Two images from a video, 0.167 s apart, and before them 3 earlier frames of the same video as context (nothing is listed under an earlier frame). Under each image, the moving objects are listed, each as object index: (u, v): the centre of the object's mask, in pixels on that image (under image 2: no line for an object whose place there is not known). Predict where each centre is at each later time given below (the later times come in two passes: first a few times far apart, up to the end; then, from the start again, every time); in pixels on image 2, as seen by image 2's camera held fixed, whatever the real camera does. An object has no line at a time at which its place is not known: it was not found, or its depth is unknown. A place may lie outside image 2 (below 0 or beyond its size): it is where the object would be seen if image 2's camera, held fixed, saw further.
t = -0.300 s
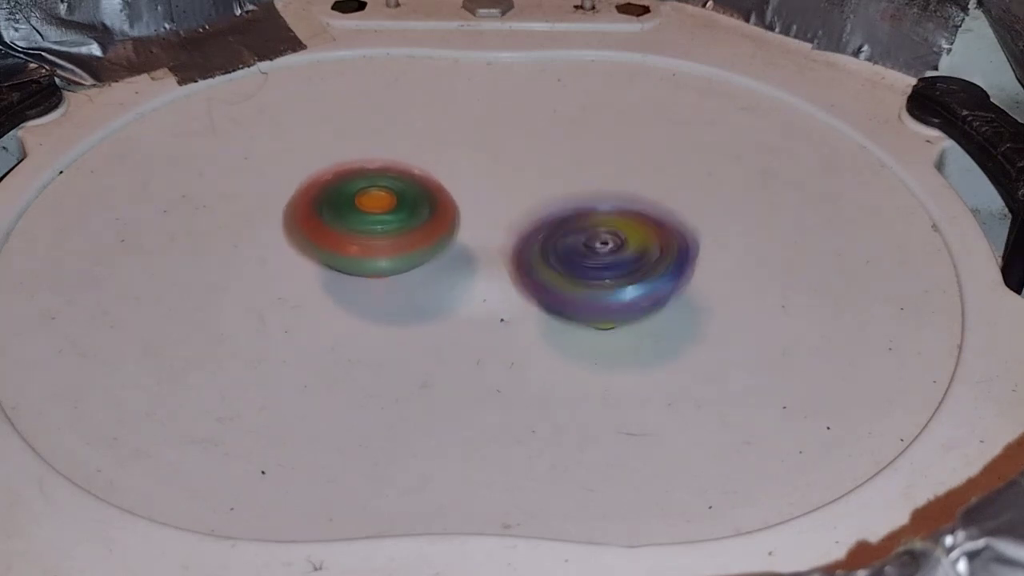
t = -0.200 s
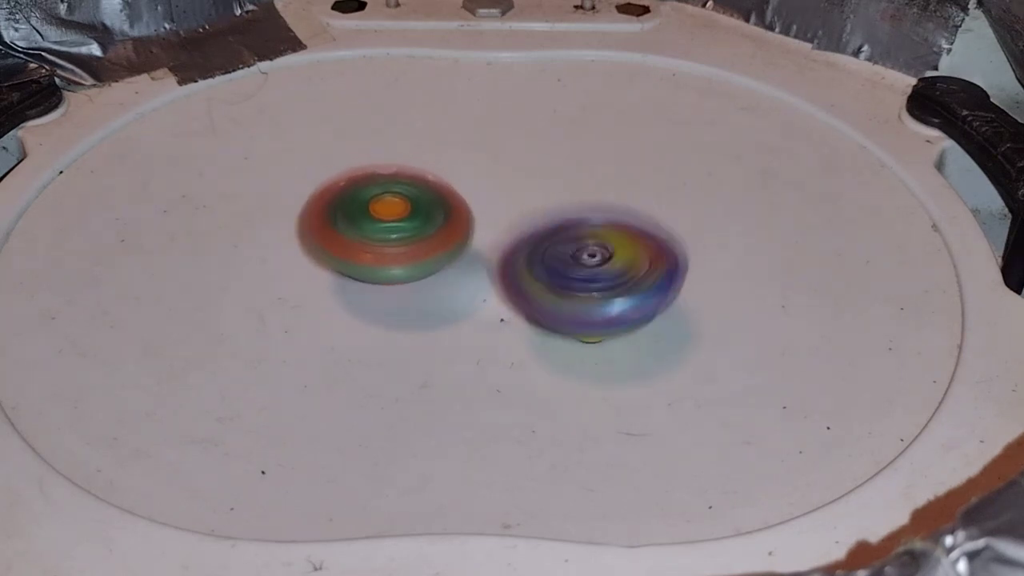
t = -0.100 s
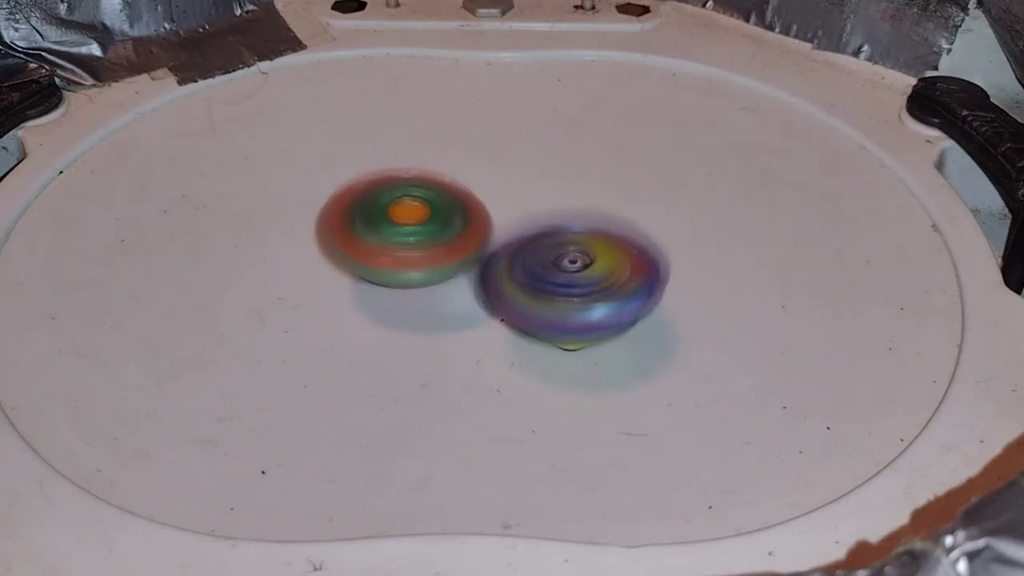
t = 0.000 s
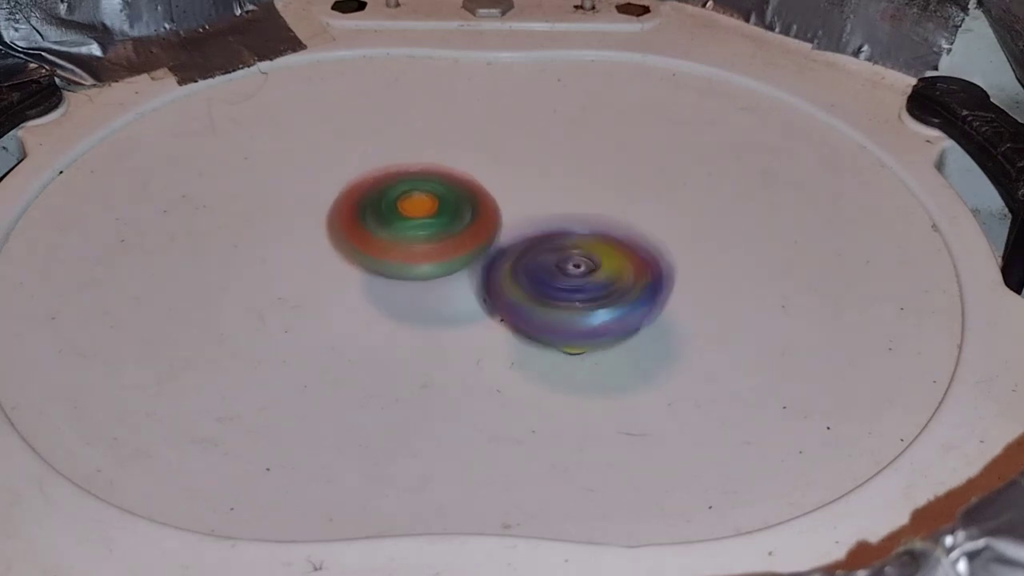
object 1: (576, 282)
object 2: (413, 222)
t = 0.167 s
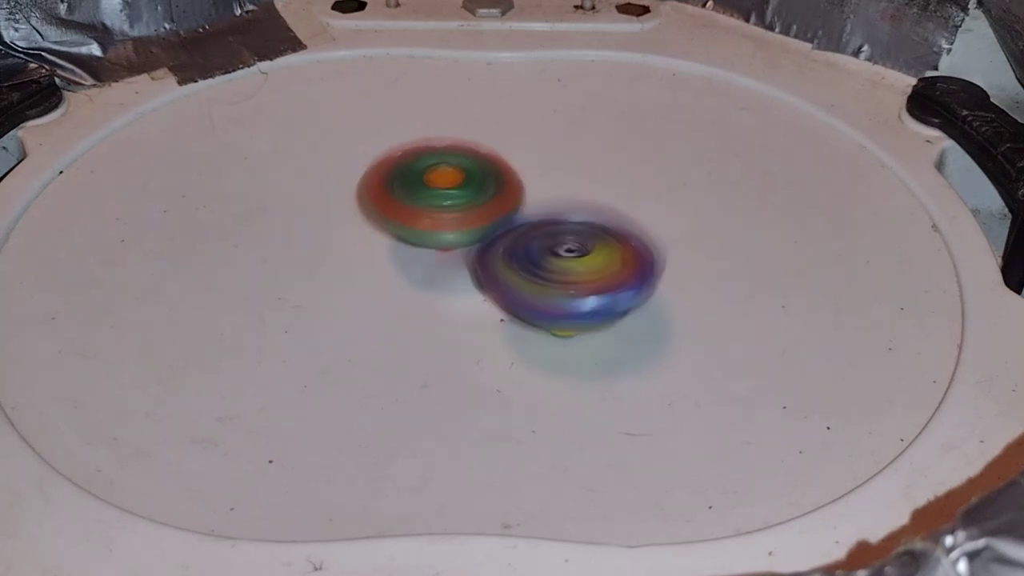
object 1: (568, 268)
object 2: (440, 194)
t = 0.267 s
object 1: (556, 257)
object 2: (441, 182)
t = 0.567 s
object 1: (580, 276)
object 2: (412, 156)
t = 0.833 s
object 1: (528, 237)
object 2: (408, 164)
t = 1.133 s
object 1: (538, 278)
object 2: (418, 177)
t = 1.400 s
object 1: (589, 280)
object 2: (432, 165)
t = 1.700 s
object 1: (569, 292)
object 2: (411, 163)
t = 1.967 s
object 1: (595, 240)
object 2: (417, 189)
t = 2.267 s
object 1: (631, 242)
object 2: (473, 188)
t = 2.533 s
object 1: (585, 238)
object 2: (427, 172)
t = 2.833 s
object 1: (590, 186)
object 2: (388, 165)
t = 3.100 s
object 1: (576, 189)
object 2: (383, 174)
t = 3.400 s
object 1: (592, 205)
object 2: (371, 192)
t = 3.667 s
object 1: (592, 204)
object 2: (374, 213)
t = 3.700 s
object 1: (592, 204)
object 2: (376, 216)
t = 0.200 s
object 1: (562, 263)
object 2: (444, 188)
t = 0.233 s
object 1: (560, 260)
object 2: (444, 184)
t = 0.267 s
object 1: (556, 257)
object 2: (441, 182)
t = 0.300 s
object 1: (553, 258)
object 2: (434, 176)
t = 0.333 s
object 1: (560, 265)
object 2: (430, 170)
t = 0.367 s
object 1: (562, 270)
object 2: (426, 167)
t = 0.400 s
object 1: (566, 276)
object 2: (424, 164)
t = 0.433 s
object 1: (570, 279)
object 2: (420, 162)
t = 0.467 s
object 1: (574, 281)
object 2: (418, 160)
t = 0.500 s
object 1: (578, 282)
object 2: (416, 158)
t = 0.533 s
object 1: (581, 280)
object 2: (413, 157)
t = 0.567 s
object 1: (580, 276)
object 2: (412, 156)
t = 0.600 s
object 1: (579, 271)
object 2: (410, 156)
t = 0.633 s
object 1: (571, 265)
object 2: (409, 156)
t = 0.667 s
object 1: (566, 260)
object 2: (409, 157)
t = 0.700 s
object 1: (557, 253)
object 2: (408, 157)
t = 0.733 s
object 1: (549, 247)
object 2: (408, 159)
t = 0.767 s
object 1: (539, 241)
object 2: (408, 162)
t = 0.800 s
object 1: (531, 236)
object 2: (409, 164)
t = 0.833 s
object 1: (528, 237)
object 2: (408, 164)
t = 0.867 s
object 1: (521, 240)
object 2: (407, 163)
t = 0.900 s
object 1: (509, 246)
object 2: (407, 165)
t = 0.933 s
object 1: (498, 252)
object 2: (406, 165)
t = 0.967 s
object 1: (497, 257)
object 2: (410, 169)
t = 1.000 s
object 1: (497, 262)
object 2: (411, 169)
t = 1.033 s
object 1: (506, 264)
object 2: (412, 170)
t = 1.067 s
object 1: (519, 271)
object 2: (413, 172)
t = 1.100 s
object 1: (527, 275)
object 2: (416, 175)
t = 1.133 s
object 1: (538, 278)
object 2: (418, 177)
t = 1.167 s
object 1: (546, 276)
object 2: (420, 180)
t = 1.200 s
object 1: (556, 277)
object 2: (423, 182)
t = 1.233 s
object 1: (563, 271)
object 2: (426, 186)
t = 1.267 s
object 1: (567, 267)
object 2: (428, 191)
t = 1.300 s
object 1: (570, 261)
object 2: (431, 194)
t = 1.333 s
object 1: (572, 256)
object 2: (438, 194)
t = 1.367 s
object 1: (582, 272)
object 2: (435, 176)
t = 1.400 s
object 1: (589, 280)
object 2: (432, 165)
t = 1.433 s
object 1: (587, 288)
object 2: (431, 160)
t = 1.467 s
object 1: (585, 292)
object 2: (427, 159)
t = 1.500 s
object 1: (590, 297)
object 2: (425, 159)
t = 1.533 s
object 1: (592, 298)
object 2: (421, 158)
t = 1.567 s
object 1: (590, 298)
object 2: (419, 158)
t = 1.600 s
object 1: (583, 297)
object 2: (417, 159)
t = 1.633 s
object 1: (576, 296)
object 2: (415, 159)
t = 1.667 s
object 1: (571, 294)
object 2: (413, 161)
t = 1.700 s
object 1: (569, 292)
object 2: (411, 163)
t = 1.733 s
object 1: (571, 286)
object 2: (410, 165)
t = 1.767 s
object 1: (572, 278)
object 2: (410, 167)
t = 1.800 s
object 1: (568, 268)
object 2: (410, 171)
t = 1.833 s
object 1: (572, 263)
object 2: (410, 174)
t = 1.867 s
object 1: (577, 258)
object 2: (412, 177)
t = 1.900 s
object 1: (583, 252)
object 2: (414, 181)
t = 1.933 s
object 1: (588, 247)
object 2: (415, 185)
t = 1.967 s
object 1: (595, 240)
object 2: (417, 189)
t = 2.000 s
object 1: (602, 238)
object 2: (419, 194)
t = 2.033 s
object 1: (607, 239)
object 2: (421, 200)
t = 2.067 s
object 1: (609, 235)
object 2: (425, 201)
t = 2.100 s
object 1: (612, 232)
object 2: (433, 200)
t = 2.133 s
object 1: (615, 230)
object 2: (443, 197)
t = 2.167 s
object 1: (617, 230)
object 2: (453, 195)
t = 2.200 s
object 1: (618, 232)
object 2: (464, 194)
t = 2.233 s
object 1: (624, 237)
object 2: (473, 192)
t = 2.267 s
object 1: (631, 242)
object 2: (473, 188)
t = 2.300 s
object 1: (627, 244)
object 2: (476, 184)
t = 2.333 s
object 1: (622, 249)
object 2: (474, 184)
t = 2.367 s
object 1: (615, 252)
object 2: (466, 181)
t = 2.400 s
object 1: (609, 254)
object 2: (458, 179)
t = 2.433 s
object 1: (605, 253)
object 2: (450, 177)
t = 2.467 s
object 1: (601, 248)
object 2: (442, 175)
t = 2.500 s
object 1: (592, 242)
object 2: (435, 174)
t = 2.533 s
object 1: (585, 238)
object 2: (427, 172)
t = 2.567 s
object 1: (585, 233)
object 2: (421, 171)
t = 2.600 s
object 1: (583, 220)
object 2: (416, 169)
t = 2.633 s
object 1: (579, 214)
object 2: (411, 168)
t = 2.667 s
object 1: (583, 207)
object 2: (406, 167)
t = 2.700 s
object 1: (582, 201)
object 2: (401, 166)
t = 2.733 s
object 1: (582, 195)
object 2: (396, 165)
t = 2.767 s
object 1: (586, 190)
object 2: (393, 165)
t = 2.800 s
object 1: (589, 188)
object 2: (390, 165)
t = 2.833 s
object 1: (590, 186)
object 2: (388, 165)
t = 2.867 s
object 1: (590, 184)
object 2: (386, 165)
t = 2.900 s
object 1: (589, 186)
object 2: (384, 165)
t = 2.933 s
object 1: (585, 186)
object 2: (383, 166)
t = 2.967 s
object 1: (581, 186)
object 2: (382, 167)
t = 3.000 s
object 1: (576, 184)
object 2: (381, 168)
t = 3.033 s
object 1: (575, 186)
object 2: (381, 170)
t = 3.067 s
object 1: (575, 188)
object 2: (382, 172)
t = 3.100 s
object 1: (576, 189)
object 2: (383, 174)
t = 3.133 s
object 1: (570, 193)
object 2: (384, 176)
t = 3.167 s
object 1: (568, 193)
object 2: (387, 178)
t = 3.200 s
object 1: (561, 194)
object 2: (389, 181)
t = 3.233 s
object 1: (565, 195)
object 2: (379, 182)
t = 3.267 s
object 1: (571, 195)
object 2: (377, 183)
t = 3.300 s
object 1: (577, 198)
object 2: (374, 186)
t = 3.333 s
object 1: (583, 201)
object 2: (373, 188)
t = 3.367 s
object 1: (590, 203)
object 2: (371, 190)
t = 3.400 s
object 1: (592, 205)
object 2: (371, 192)
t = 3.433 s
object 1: (593, 205)
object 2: (371, 194)
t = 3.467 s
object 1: (592, 204)
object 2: (370, 197)
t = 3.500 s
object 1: (590, 203)
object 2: (369, 199)
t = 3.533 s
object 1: (591, 204)
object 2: (369, 202)
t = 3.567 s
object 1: (592, 204)
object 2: (370, 204)
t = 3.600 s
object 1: (591, 204)
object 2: (371, 207)
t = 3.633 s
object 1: (591, 204)
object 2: (372, 210)
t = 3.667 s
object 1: (592, 204)
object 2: (374, 213)
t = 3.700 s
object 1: (592, 204)
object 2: (376, 216)
